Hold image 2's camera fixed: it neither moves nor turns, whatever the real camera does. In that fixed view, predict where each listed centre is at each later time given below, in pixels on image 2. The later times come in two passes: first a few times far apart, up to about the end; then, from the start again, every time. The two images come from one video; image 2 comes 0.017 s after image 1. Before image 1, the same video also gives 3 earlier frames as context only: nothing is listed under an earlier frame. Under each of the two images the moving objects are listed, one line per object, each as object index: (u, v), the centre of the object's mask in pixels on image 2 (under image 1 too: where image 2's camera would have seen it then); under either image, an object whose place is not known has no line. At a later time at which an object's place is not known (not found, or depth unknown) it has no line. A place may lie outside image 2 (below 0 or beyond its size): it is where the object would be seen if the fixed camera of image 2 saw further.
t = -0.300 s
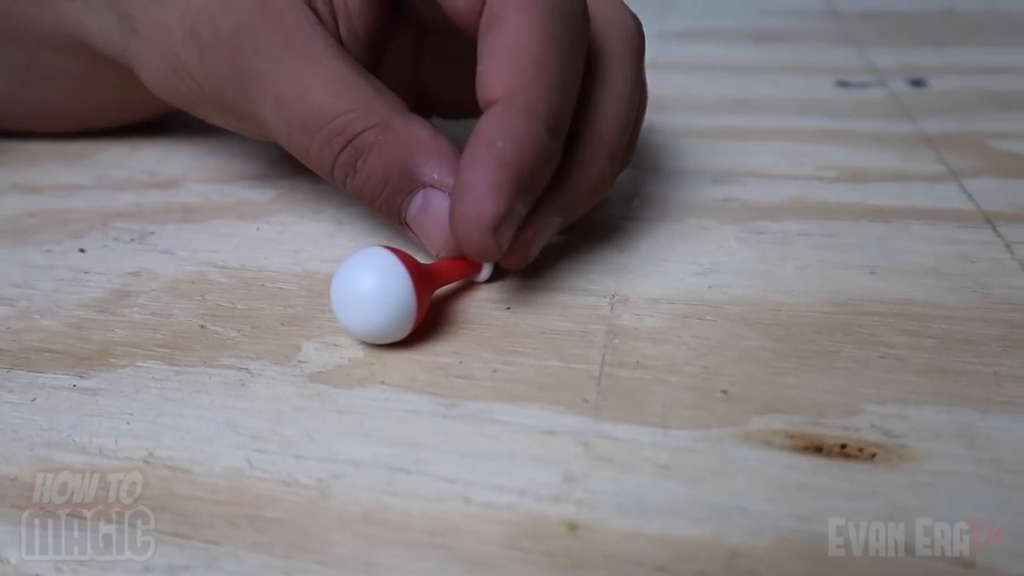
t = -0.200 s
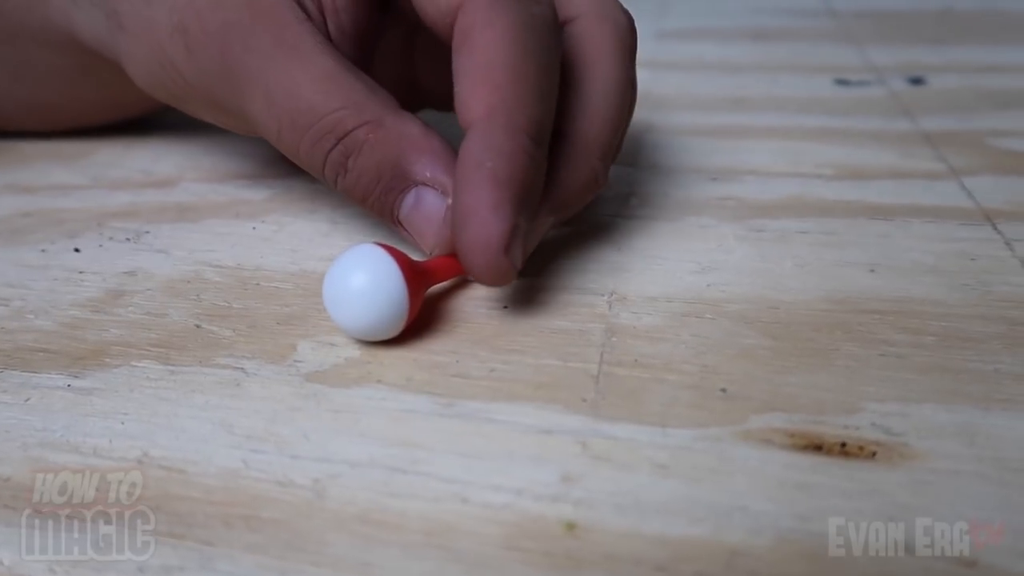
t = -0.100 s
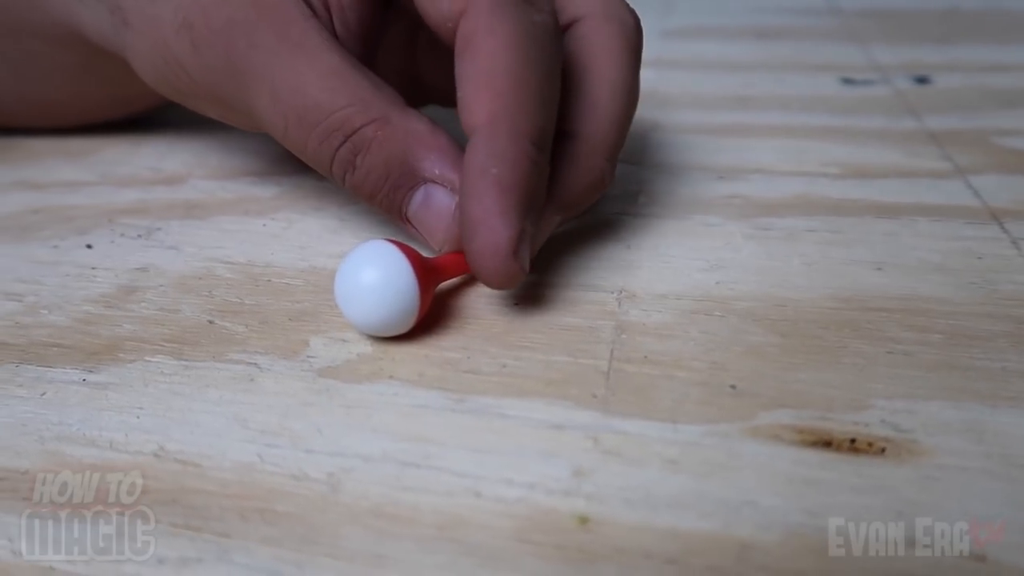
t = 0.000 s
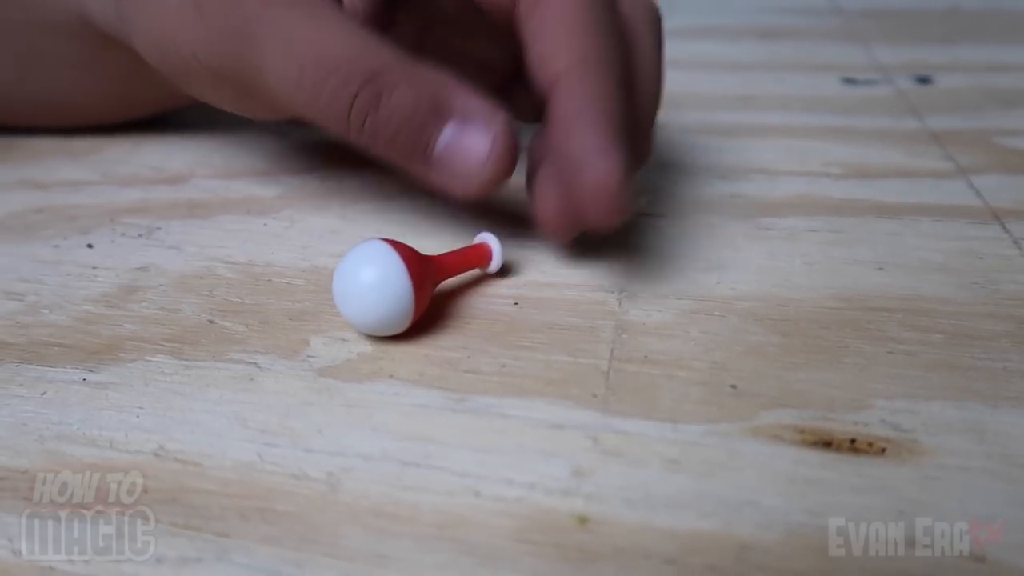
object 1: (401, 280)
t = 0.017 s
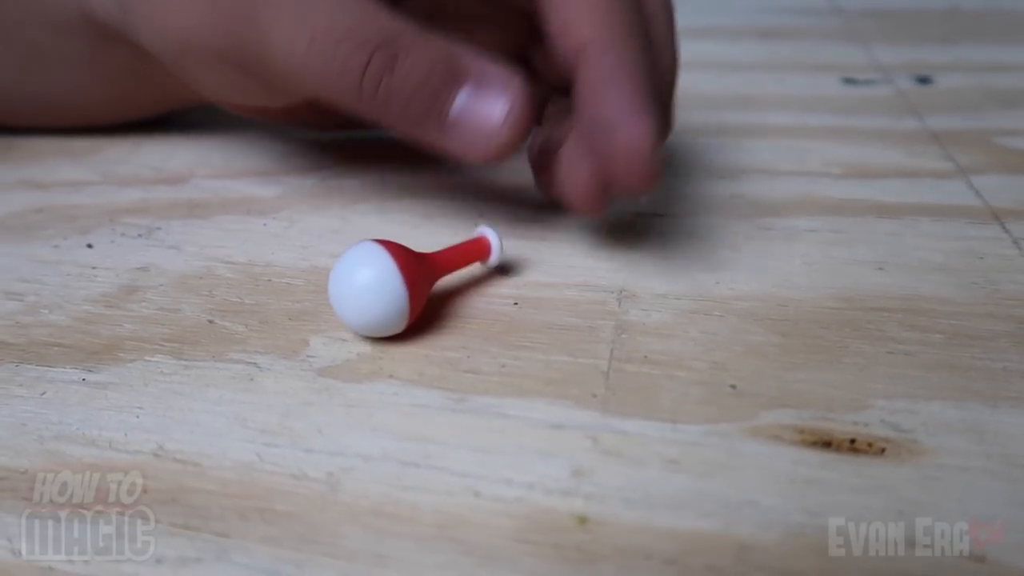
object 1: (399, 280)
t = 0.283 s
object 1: (202, 316)
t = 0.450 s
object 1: (365, 264)
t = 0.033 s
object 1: (394, 279)
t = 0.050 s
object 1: (387, 278)
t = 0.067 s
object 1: (377, 276)
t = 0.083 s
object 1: (362, 275)
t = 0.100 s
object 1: (343, 273)
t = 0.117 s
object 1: (320, 272)
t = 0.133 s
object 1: (291, 276)
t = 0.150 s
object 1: (260, 283)
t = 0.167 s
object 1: (235, 295)
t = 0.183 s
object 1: (219, 307)
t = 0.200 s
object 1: (206, 316)
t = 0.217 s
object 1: (199, 321)
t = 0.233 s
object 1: (196, 324)
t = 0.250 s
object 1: (195, 323)
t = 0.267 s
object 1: (196, 321)
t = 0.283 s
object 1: (202, 316)
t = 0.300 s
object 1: (210, 309)
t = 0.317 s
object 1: (222, 299)
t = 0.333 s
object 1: (235, 288)
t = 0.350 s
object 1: (255, 277)
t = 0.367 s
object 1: (278, 269)
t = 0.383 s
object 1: (303, 264)
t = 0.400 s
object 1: (324, 260)
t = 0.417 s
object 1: (340, 262)
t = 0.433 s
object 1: (354, 263)
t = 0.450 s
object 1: (365, 264)
